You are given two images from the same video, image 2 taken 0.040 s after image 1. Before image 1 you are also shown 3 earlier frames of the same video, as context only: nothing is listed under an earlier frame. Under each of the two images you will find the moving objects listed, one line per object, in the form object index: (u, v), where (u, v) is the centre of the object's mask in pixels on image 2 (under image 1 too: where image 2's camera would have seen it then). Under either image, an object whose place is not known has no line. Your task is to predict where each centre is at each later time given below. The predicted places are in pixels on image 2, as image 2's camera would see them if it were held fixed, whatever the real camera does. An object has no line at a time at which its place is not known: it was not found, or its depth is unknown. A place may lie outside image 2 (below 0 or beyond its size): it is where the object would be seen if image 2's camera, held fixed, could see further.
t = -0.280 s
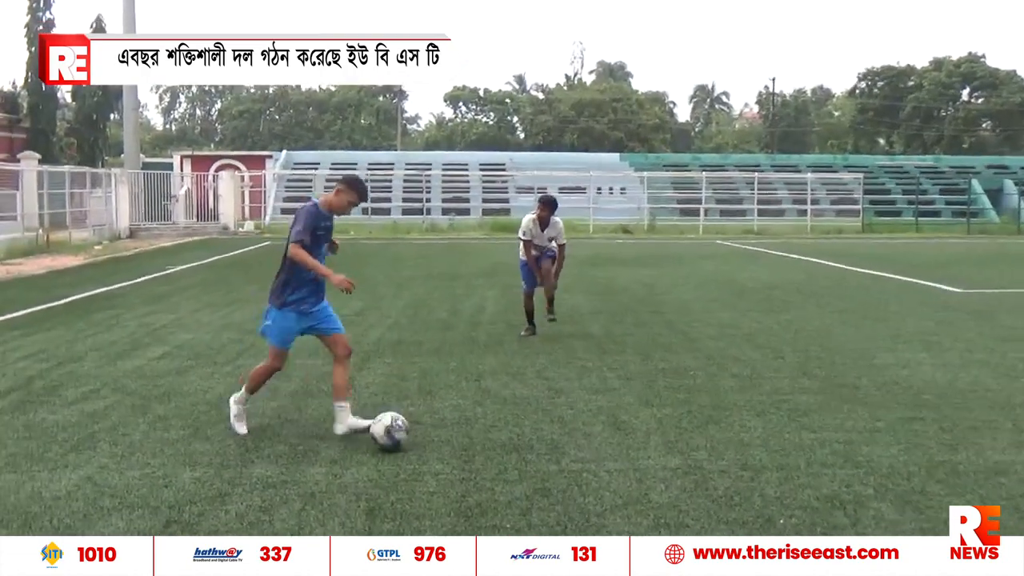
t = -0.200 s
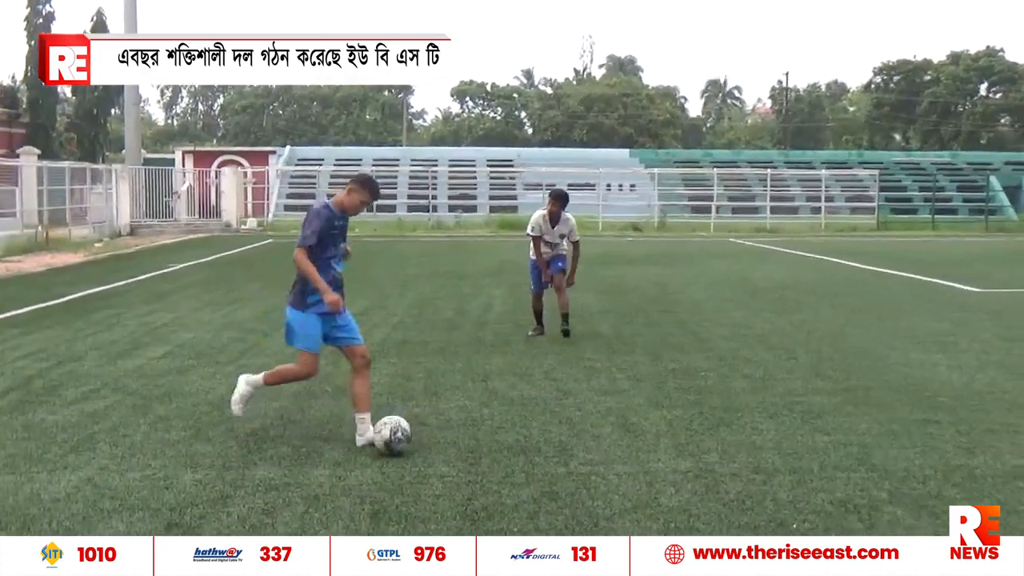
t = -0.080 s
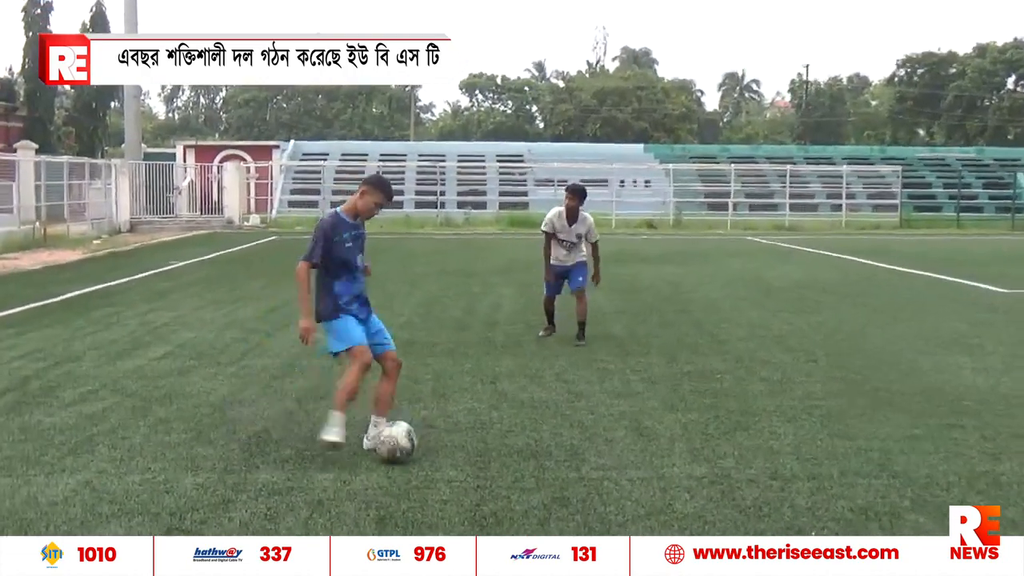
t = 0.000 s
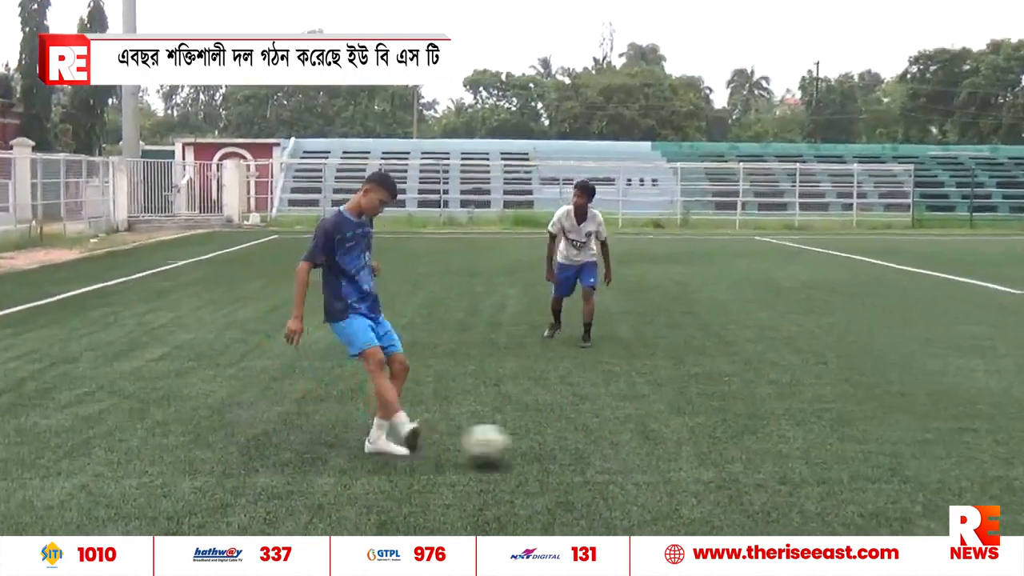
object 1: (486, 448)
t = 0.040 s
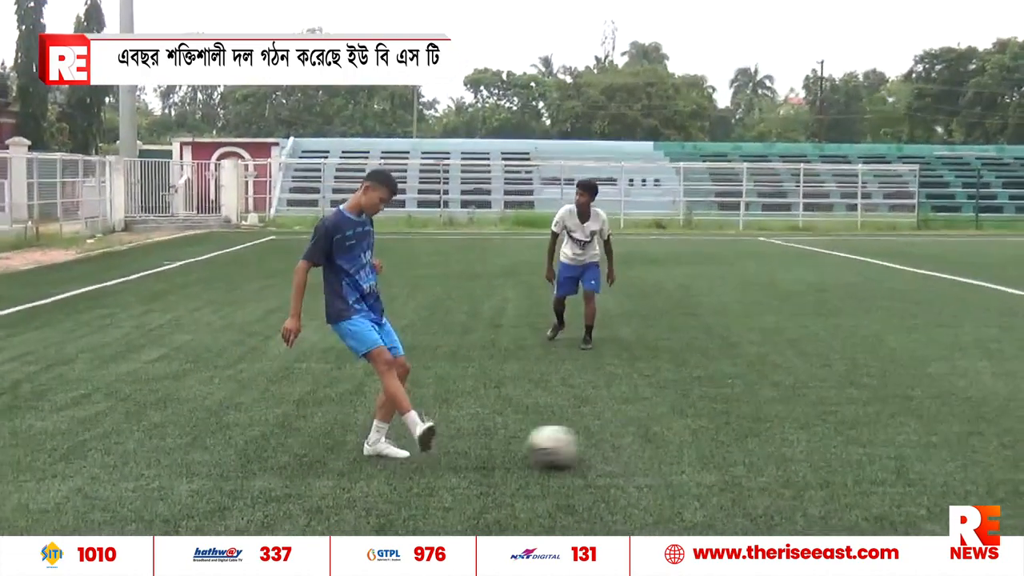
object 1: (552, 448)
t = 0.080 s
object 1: (617, 447)
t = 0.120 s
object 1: (678, 447)
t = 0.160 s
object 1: (735, 446)
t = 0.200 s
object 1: (793, 446)
